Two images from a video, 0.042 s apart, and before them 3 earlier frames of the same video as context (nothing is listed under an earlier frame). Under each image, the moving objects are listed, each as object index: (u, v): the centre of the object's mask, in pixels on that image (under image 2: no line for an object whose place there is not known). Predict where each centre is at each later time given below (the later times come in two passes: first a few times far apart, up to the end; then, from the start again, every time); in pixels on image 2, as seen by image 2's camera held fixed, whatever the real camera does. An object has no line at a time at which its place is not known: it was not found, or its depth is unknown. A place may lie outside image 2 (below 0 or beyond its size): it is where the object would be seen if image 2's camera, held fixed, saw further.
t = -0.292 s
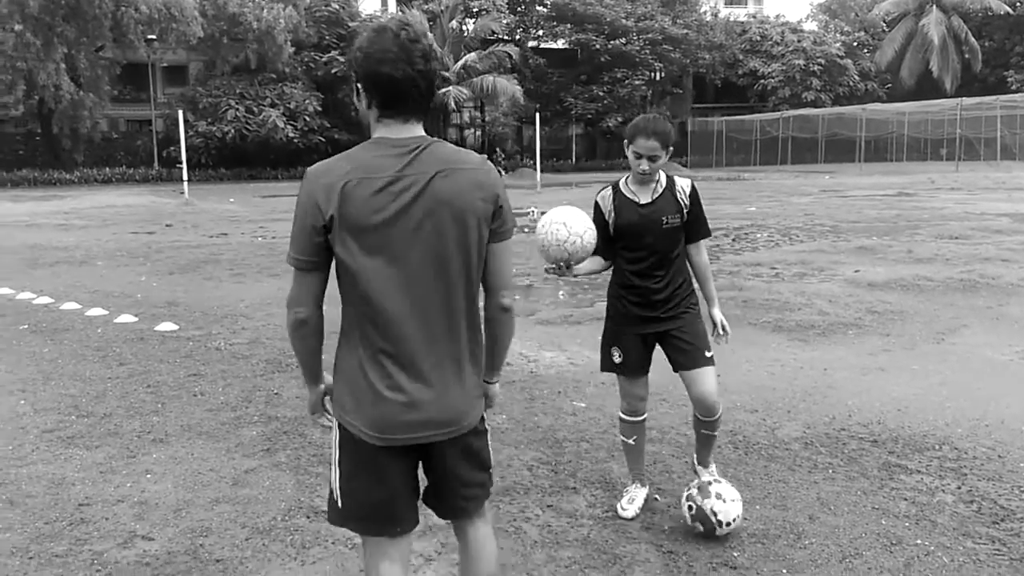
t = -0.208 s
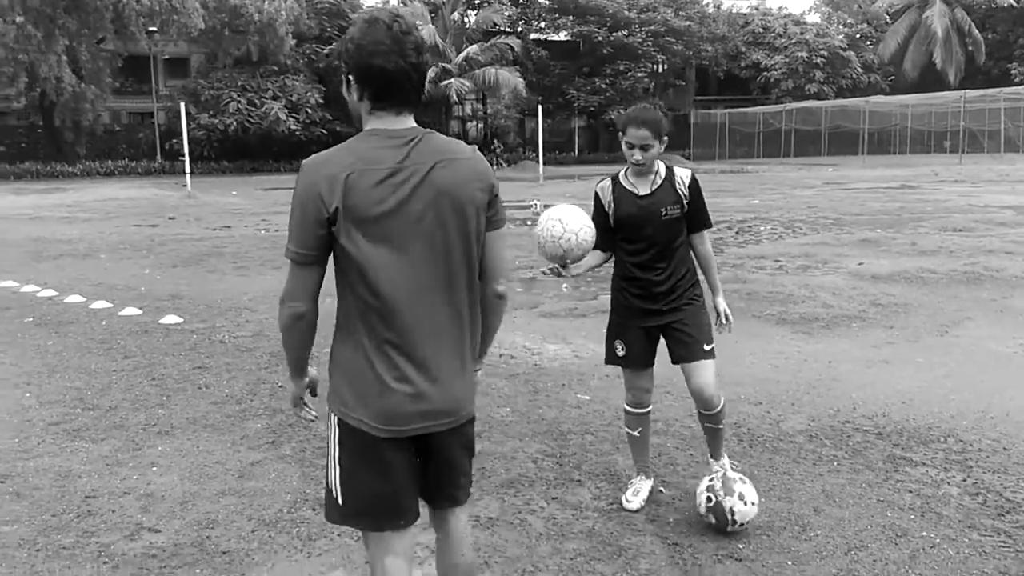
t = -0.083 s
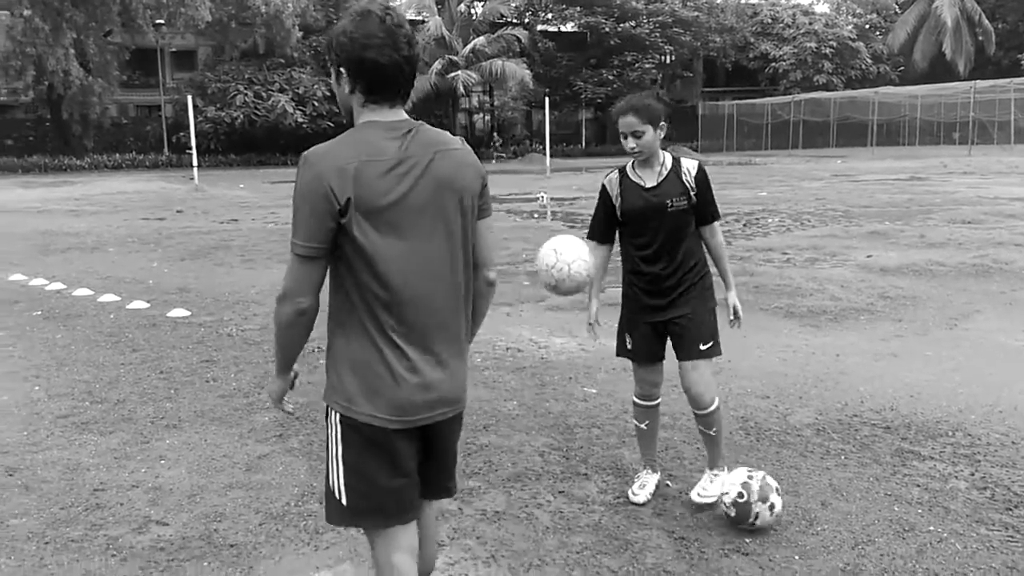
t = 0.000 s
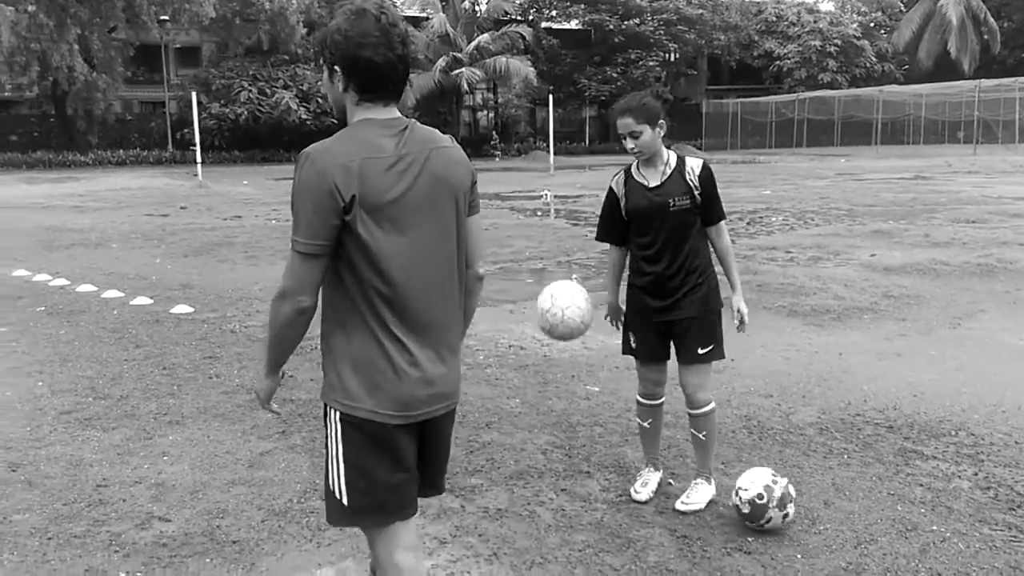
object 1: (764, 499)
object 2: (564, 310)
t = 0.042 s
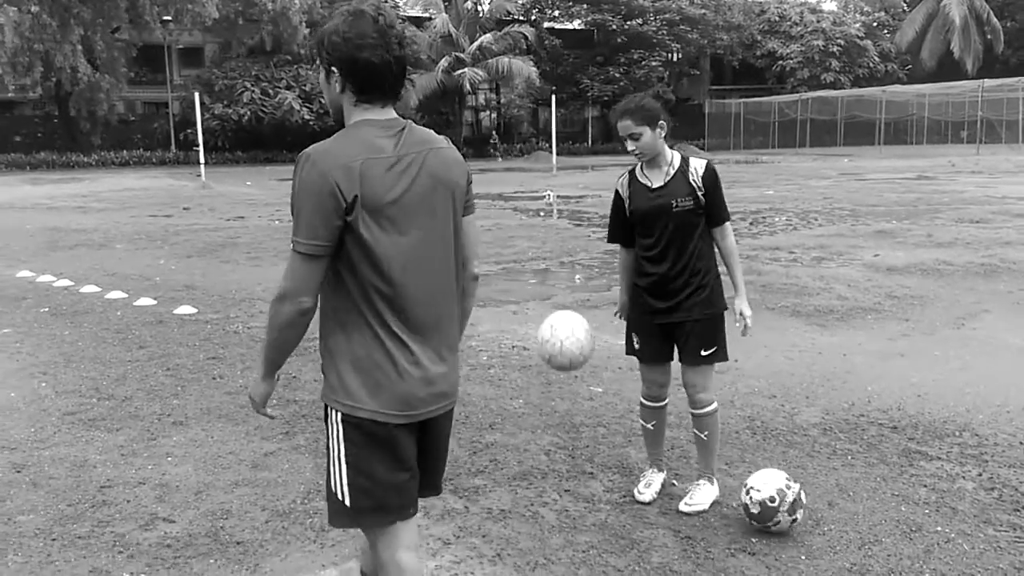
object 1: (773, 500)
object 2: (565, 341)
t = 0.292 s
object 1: (802, 505)
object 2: (554, 399)
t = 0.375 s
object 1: (811, 508)
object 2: (550, 367)
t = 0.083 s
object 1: (778, 502)
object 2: (564, 375)
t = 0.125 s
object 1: (783, 503)
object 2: (562, 413)
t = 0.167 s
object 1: (788, 503)
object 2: (561, 456)
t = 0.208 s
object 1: (793, 504)
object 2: (560, 447)
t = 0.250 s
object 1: (798, 504)
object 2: (556, 421)
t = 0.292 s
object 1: (802, 505)
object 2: (554, 399)
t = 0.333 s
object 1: (807, 506)
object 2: (552, 381)
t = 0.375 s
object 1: (811, 508)
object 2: (550, 367)
